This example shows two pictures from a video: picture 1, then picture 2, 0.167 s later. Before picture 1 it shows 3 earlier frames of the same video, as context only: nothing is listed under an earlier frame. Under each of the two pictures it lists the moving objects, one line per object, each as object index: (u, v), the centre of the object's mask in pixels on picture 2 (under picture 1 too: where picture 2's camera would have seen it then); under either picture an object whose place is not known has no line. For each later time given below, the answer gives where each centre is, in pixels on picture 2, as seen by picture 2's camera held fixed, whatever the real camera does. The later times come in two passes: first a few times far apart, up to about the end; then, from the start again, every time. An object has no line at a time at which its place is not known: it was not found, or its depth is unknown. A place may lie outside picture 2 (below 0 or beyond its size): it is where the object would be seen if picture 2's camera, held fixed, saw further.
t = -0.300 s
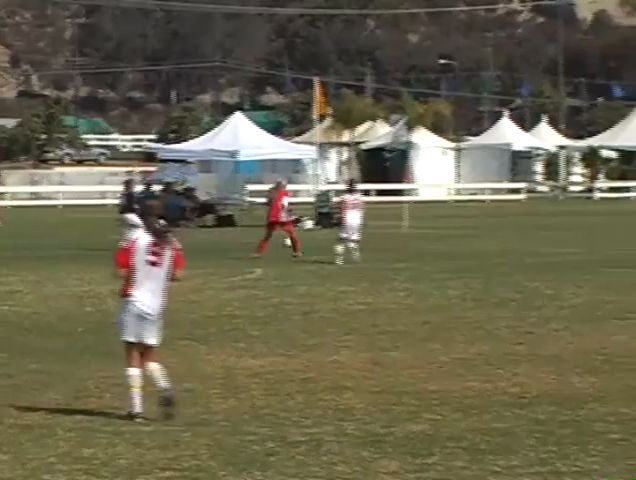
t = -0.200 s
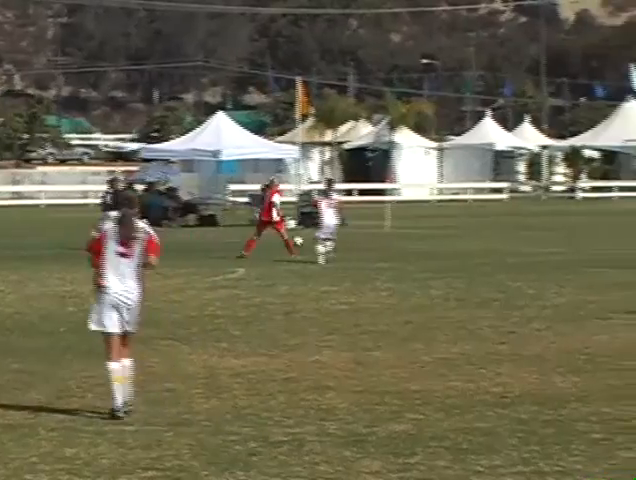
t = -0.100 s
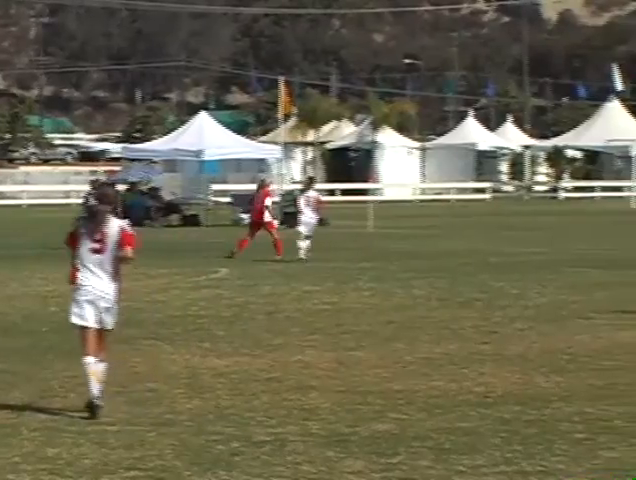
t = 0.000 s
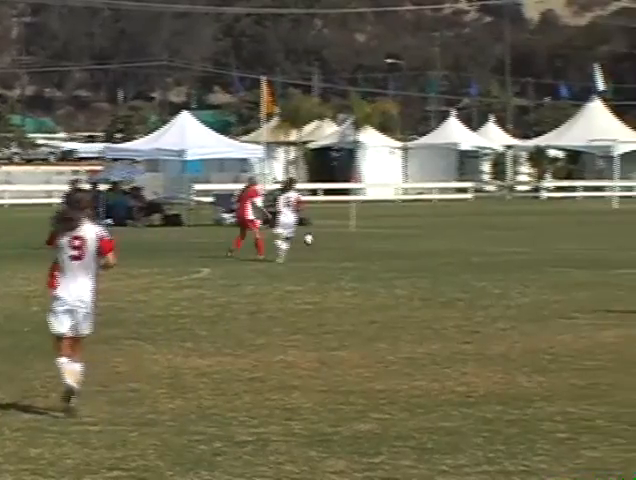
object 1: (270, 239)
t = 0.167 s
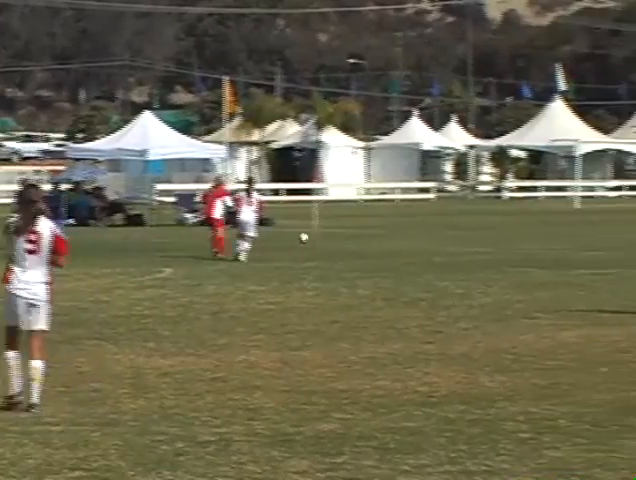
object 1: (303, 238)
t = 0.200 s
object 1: (309, 237)
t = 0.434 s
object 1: (350, 235)
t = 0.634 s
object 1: (384, 236)
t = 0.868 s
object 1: (420, 236)
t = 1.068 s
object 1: (448, 234)
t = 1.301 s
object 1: (479, 234)
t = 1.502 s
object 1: (504, 234)
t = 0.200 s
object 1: (309, 237)
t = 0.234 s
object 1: (315, 237)
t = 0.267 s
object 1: (321, 238)
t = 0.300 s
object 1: (327, 238)
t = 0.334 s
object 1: (333, 238)
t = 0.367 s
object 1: (339, 236)
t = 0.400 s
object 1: (345, 236)
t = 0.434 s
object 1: (350, 235)
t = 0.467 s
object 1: (357, 236)
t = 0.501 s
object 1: (362, 237)
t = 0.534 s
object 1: (367, 237)
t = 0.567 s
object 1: (373, 236)
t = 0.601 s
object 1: (379, 236)
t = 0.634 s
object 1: (384, 236)
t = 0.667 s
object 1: (389, 236)
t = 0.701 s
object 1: (395, 236)
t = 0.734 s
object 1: (400, 236)
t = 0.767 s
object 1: (405, 236)
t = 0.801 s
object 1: (410, 235)
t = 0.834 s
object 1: (415, 236)
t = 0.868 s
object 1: (420, 236)
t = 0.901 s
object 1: (425, 235)
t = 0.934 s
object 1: (430, 235)
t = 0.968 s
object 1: (435, 235)
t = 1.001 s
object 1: (439, 236)
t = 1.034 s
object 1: (444, 235)
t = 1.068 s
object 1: (448, 234)
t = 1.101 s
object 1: (453, 234)
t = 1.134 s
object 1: (456, 234)
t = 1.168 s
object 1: (462, 235)
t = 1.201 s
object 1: (466, 235)
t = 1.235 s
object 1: (471, 234)
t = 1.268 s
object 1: (475, 234)
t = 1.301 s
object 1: (479, 234)
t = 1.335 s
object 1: (483, 234)
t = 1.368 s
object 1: (488, 234)
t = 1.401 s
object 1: (492, 234)
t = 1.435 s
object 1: (496, 234)
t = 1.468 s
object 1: (500, 234)
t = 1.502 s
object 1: (504, 234)
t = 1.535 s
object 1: (508, 234)
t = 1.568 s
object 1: (513, 234)
